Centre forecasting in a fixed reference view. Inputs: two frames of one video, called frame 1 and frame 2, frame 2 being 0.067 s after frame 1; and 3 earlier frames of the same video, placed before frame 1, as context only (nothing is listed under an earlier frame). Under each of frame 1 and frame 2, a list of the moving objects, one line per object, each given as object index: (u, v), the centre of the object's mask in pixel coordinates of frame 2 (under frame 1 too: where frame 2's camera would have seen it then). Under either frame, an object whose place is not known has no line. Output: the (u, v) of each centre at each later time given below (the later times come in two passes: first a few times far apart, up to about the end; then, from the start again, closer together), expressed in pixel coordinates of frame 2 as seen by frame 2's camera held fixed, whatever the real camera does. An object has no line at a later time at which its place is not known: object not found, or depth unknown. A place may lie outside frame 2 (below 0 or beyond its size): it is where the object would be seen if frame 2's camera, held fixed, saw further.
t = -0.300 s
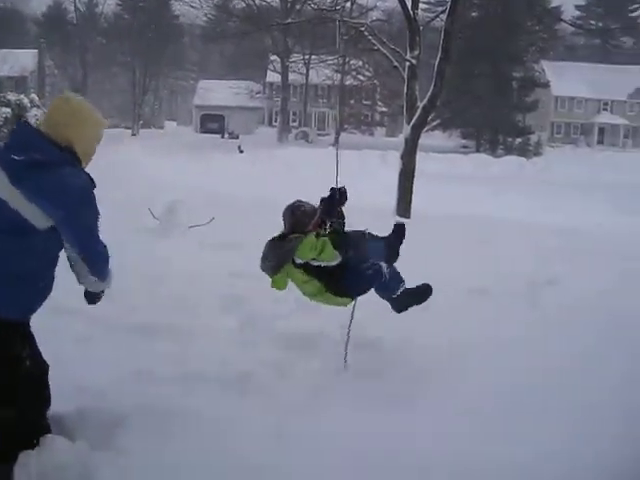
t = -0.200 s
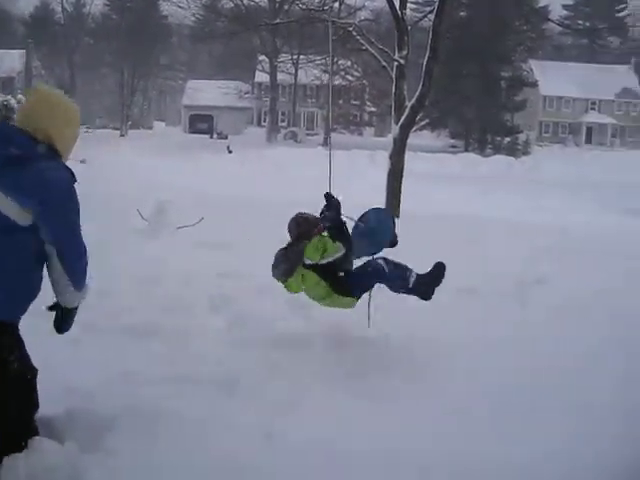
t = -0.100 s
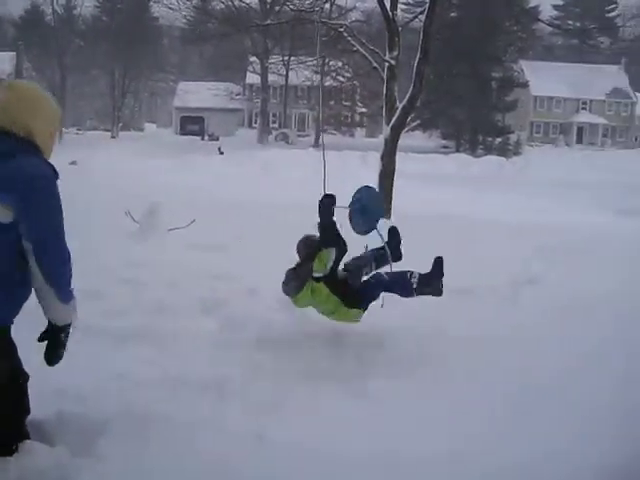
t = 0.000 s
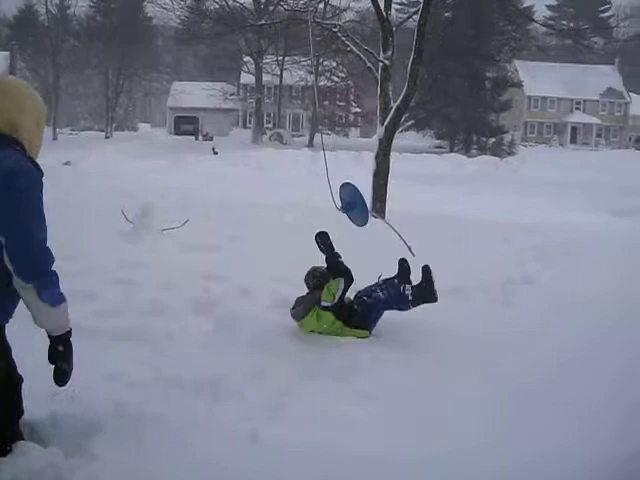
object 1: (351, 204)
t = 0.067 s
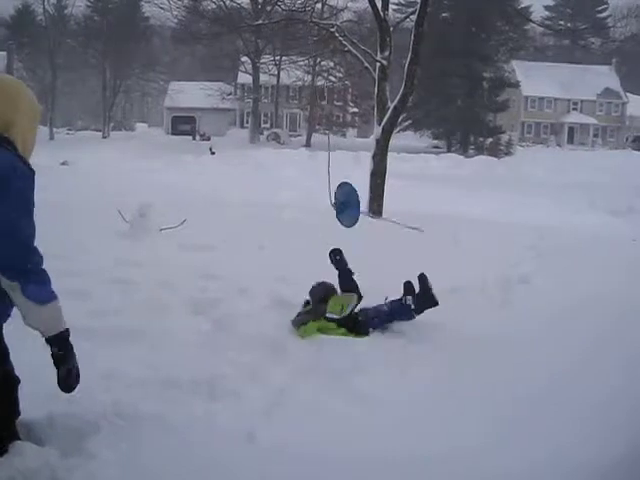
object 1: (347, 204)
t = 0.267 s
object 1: (331, 199)
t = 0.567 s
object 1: (309, 192)
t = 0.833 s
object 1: (294, 196)
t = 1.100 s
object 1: (267, 218)
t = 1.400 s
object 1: (224, 241)
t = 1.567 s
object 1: (209, 263)
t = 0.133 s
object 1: (342, 208)
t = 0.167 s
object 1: (339, 210)
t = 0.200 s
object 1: (337, 209)
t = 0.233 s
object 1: (334, 204)
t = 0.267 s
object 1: (331, 199)
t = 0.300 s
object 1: (328, 196)
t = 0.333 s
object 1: (326, 193)
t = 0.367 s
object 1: (322, 192)
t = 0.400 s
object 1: (319, 191)
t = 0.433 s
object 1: (316, 191)
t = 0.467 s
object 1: (313, 191)
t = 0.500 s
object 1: (312, 192)
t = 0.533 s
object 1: (310, 192)
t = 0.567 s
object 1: (309, 192)
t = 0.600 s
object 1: (308, 191)
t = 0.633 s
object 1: (306, 192)
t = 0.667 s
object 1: (305, 193)
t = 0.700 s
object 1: (303, 194)
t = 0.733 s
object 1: (301, 196)
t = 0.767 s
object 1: (299, 197)
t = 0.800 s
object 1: (297, 197)
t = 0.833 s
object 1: (294, 196)
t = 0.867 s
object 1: (291, 196)
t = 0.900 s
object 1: (288, 197)
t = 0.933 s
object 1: (285, 199)
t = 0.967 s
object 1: (281, 201)
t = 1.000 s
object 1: (278, 205)
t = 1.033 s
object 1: (274, 209)
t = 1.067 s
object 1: (271, 214)
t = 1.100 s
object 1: (267, 218)
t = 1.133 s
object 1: (263, 220)
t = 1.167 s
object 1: (258, 222)
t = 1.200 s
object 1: (252, 224)
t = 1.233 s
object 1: (248, 227)
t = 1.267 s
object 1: (242, 231)
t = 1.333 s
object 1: (232, 237)
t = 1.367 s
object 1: (228, 239)
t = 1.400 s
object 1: (224, 241)
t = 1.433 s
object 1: (220, 244)
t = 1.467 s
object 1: (217, 248)
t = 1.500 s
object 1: (214, 252)
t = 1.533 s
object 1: (211, 257)
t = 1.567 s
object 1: (209, 263)
